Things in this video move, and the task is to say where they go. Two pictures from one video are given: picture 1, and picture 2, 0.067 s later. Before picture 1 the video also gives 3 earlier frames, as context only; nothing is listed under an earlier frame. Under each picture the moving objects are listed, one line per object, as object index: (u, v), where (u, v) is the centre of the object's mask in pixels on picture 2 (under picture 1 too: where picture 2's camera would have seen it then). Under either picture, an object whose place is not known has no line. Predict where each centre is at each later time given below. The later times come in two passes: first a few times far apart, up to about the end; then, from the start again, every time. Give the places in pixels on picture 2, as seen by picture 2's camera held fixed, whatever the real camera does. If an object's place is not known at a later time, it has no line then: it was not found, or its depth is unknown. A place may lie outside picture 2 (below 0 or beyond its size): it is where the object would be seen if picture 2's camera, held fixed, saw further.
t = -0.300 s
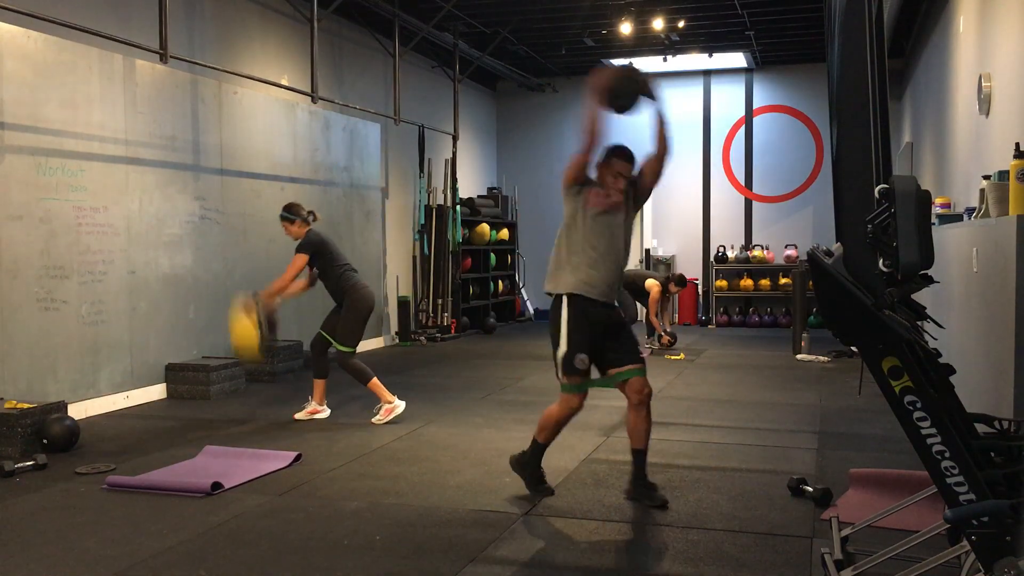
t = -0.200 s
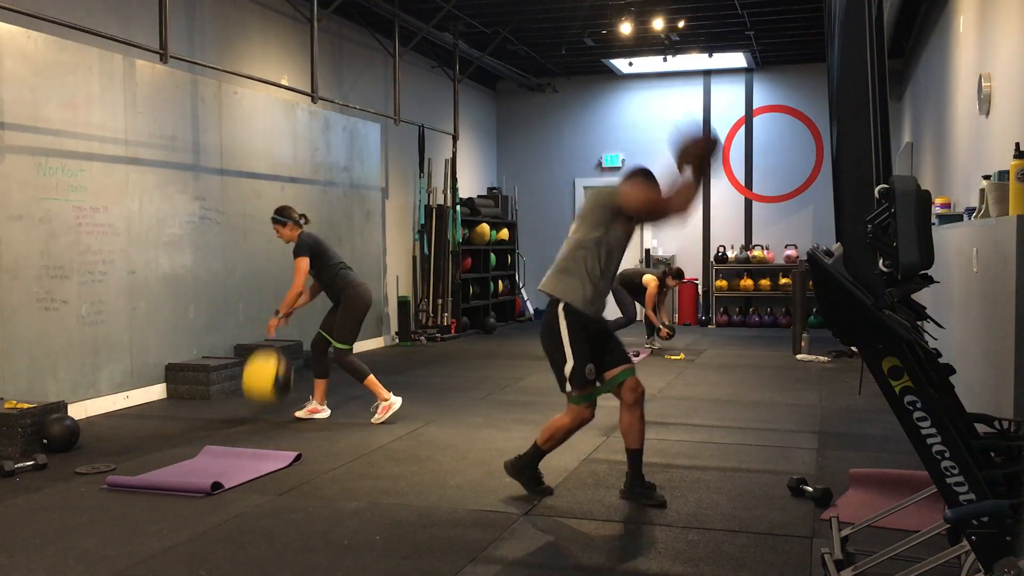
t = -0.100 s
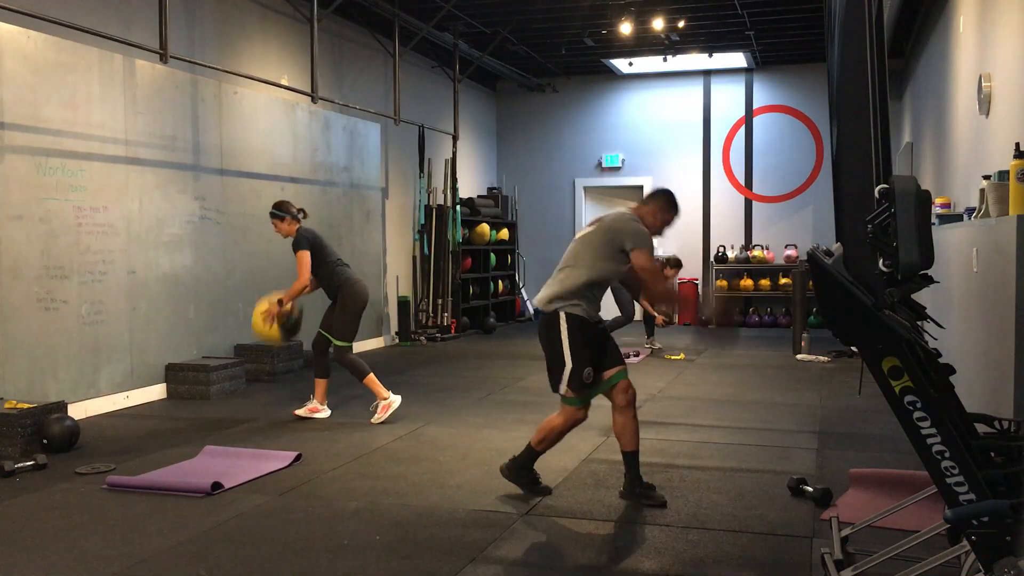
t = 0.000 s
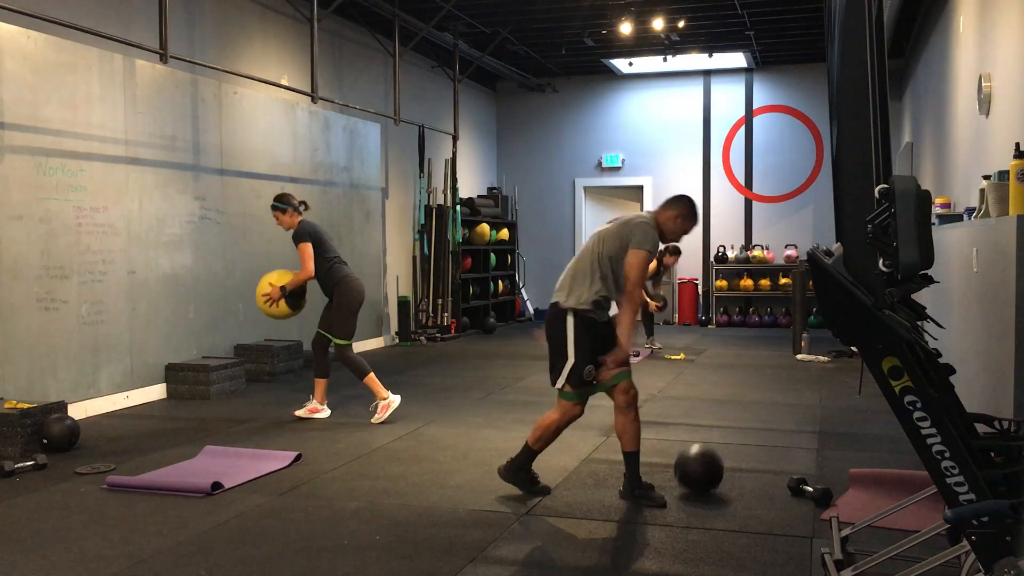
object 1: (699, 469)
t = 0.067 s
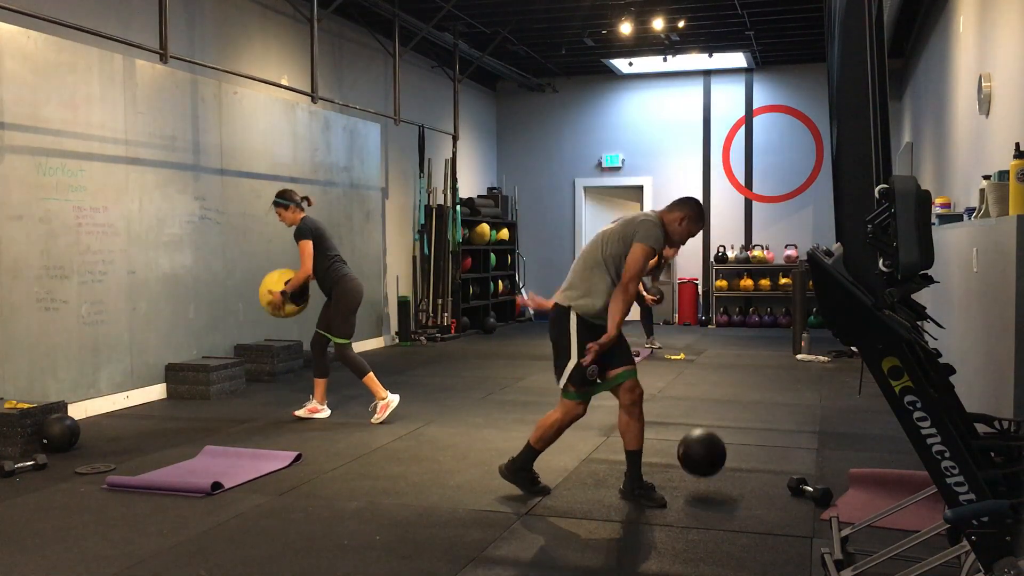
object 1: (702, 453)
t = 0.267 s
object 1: (706, 465)
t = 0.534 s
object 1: (708, 463)
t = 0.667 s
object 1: (707, 464)
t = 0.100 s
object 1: (703, 448)
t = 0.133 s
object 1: (704, 446)
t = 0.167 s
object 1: (705, 448)
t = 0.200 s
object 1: (705, 452)
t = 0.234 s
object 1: (706, 458)
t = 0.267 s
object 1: (706, 465)
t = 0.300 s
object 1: (706, 464)
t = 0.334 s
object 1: (706, 464)
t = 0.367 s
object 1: (707, 464)
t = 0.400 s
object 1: (707, 464)
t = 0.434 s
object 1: (708, 464)
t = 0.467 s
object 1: (708, 463)
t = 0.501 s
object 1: (708, 463)
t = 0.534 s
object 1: (708, 463)
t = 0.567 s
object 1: (708, 463)
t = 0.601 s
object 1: (708, 464)
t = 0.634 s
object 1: (708, 464)
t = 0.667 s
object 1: (707, 464)
